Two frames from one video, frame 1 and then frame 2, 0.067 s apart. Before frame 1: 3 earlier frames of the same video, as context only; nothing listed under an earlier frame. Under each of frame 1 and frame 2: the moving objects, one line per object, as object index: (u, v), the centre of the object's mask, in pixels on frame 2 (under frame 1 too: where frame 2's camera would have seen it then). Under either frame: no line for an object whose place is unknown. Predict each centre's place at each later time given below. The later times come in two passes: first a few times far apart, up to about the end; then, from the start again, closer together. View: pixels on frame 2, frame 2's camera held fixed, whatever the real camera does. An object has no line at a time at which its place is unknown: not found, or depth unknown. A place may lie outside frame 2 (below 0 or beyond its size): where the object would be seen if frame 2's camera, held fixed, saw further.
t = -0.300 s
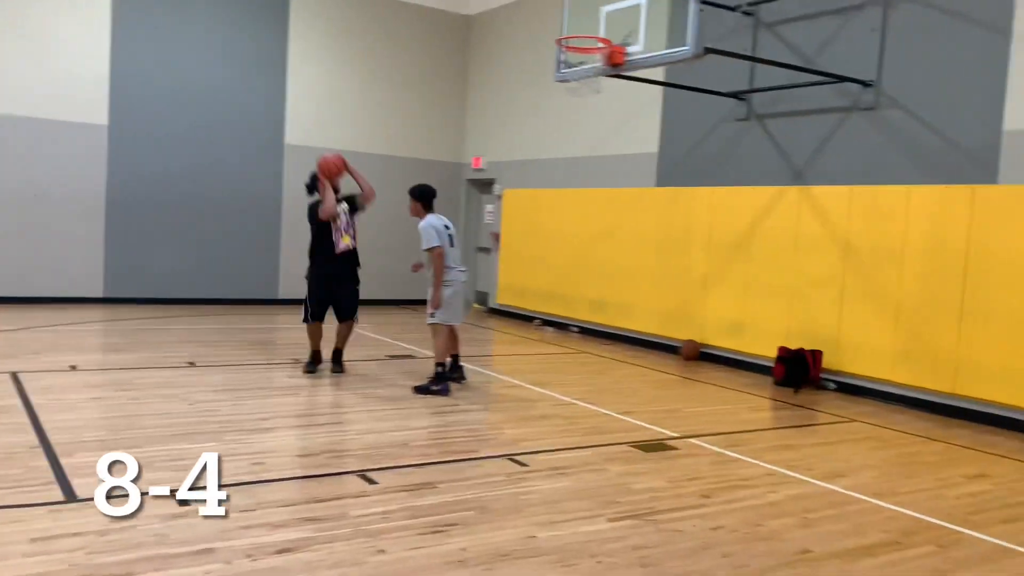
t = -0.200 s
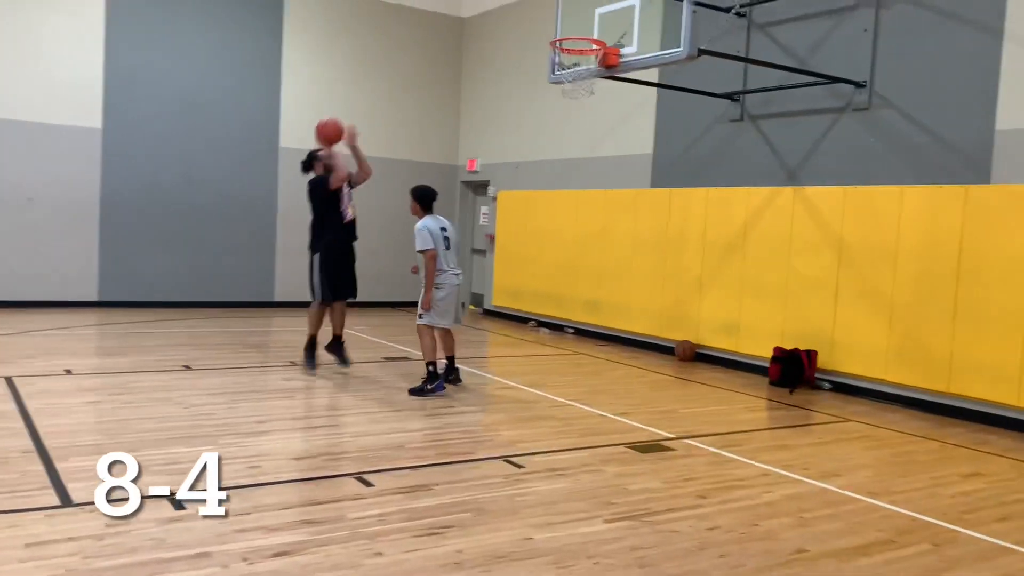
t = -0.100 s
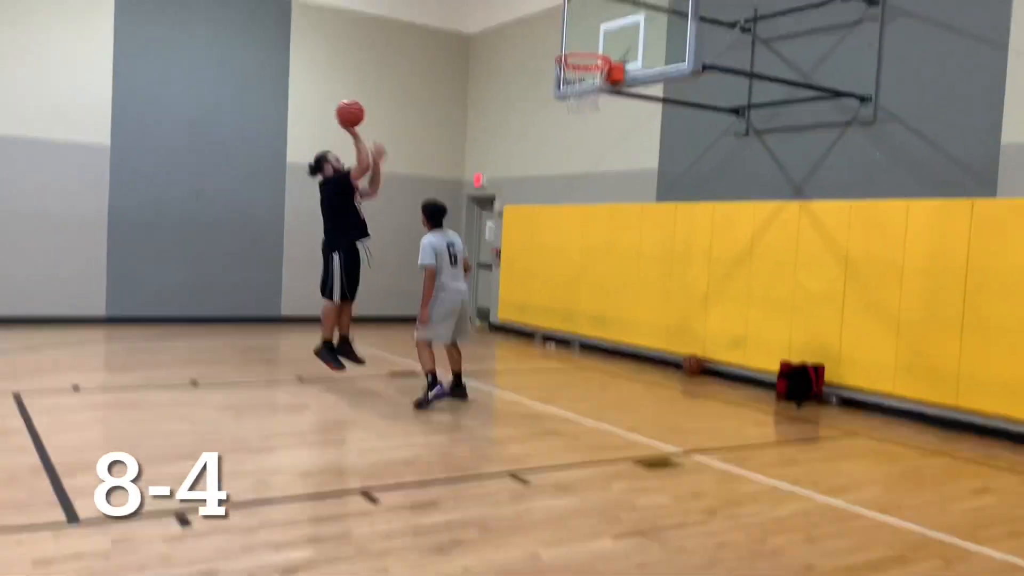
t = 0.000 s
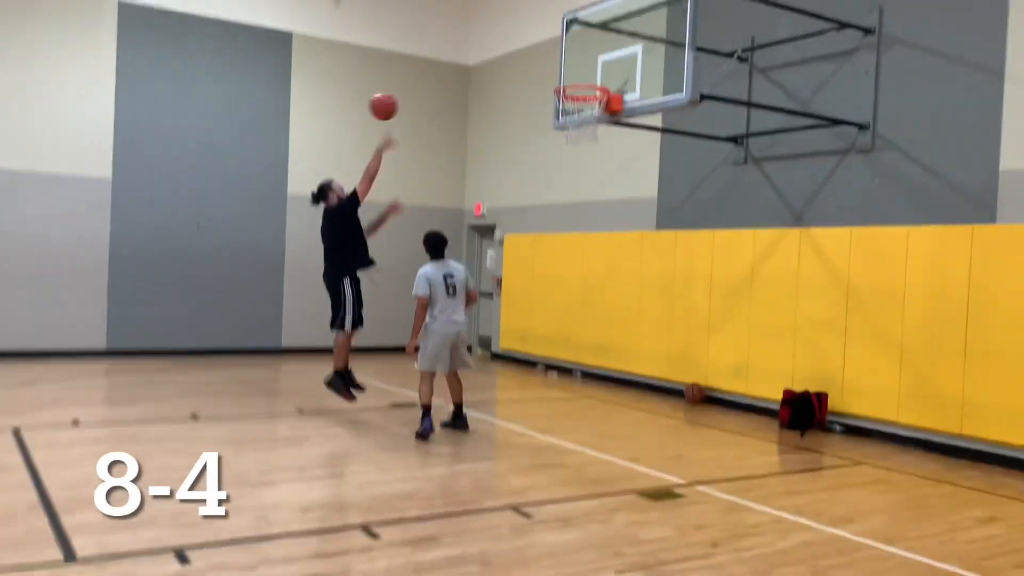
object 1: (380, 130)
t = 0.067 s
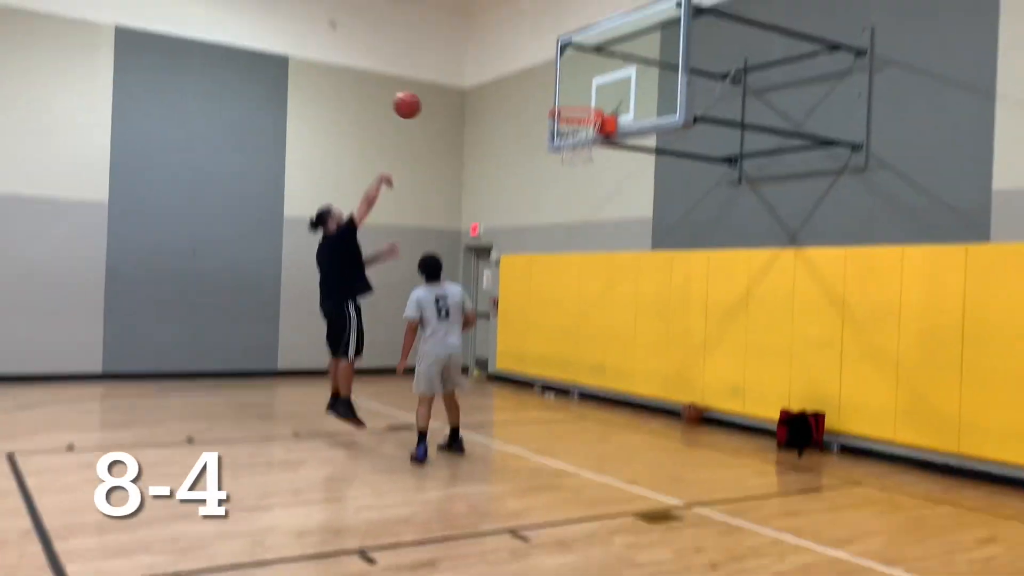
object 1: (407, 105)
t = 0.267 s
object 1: (487, 63)
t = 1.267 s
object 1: (580, 170)
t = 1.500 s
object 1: (596, 256)
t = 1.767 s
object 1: (614, 433)
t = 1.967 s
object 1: (626, 363)
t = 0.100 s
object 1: (421, 95)
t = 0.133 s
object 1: (434, 86)
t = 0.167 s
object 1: (447, 78)
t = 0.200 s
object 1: (460, 72)
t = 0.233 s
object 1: (474, 67)
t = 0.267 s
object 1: (487, 63)
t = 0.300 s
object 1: (500, 60)
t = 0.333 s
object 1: (513, 59)
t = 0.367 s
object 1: (526, 58)
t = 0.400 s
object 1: (539, 59)
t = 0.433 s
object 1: (551, 60)
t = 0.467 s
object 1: (564, 64)
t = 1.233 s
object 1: (578, 165)
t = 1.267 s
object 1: (580, 170)
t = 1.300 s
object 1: (582, 178)
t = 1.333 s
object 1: (584, 189)
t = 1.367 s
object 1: (587, 199)
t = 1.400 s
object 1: (589, 212)
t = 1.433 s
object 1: (591, 226)
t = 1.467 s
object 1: (593, 240)
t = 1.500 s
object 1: (596, 256)
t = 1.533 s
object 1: (598, 274)
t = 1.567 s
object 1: (601, 292)
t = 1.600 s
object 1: (603, 311)
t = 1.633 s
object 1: (605, 332)
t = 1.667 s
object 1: (607, 356)
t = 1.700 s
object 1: (609, 379)
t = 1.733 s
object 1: (612, 406)
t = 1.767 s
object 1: (614, 433)
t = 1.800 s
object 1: (616, 446)
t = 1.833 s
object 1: (618, 427)
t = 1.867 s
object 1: (619, 409)
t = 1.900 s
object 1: (623, 393)
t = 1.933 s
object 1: (624, 377)
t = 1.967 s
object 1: (626, 363)
